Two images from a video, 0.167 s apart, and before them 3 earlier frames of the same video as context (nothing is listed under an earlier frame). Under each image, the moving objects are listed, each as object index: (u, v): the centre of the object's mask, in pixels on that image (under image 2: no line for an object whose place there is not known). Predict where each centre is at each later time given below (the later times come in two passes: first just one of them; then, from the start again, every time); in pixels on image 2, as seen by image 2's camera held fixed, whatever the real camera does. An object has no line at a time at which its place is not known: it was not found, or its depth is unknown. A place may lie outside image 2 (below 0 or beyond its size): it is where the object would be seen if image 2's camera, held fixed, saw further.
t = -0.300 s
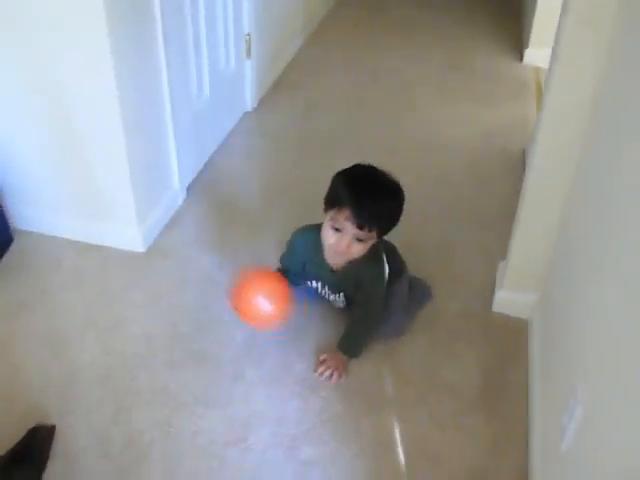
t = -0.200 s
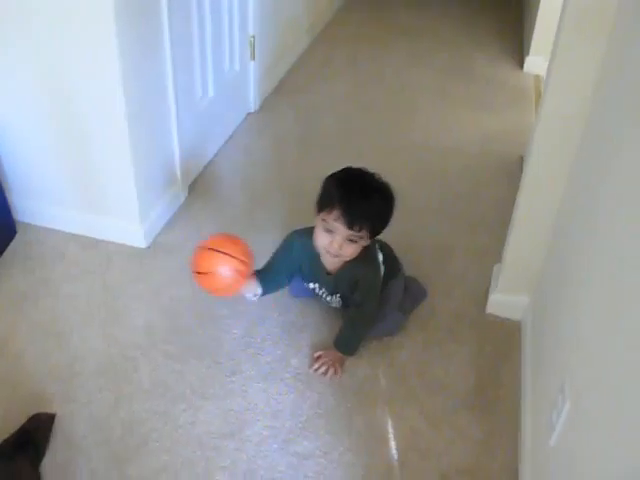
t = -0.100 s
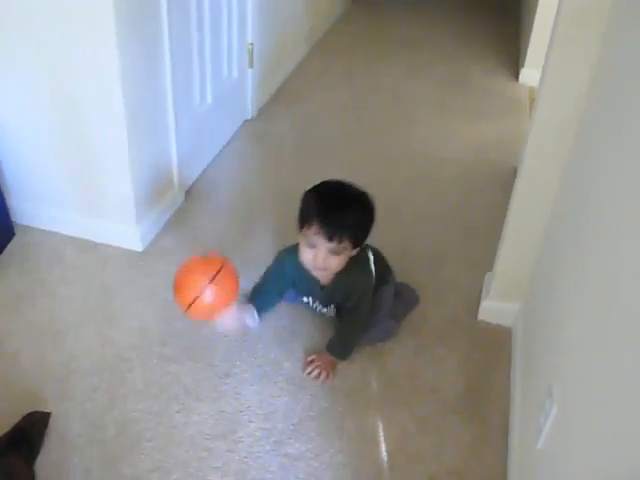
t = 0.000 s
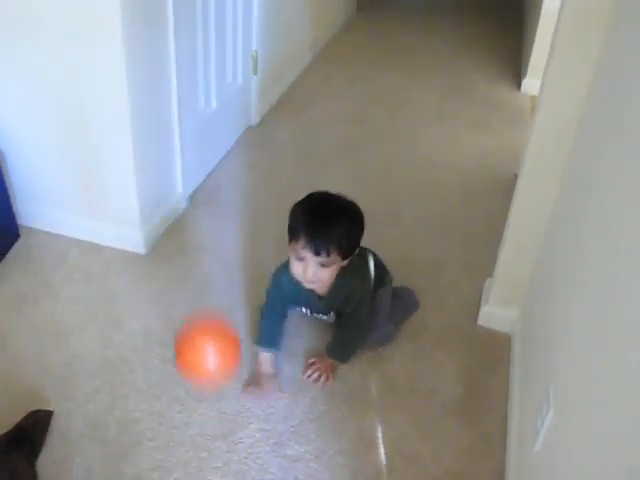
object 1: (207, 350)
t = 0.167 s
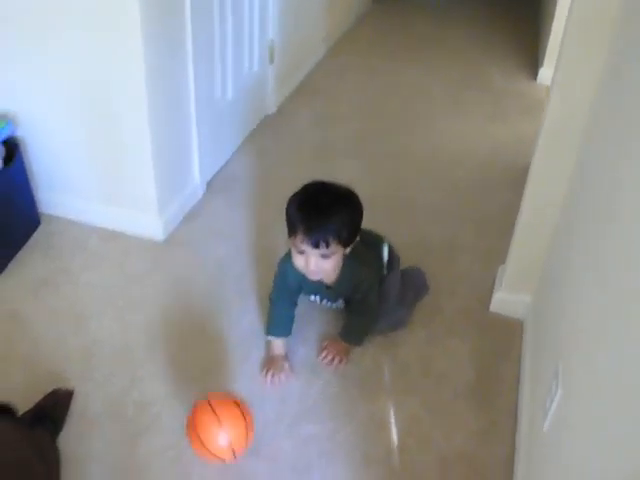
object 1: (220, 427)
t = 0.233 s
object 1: (214, 424)
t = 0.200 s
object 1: (217, 423)
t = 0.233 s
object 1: (214, 424)
